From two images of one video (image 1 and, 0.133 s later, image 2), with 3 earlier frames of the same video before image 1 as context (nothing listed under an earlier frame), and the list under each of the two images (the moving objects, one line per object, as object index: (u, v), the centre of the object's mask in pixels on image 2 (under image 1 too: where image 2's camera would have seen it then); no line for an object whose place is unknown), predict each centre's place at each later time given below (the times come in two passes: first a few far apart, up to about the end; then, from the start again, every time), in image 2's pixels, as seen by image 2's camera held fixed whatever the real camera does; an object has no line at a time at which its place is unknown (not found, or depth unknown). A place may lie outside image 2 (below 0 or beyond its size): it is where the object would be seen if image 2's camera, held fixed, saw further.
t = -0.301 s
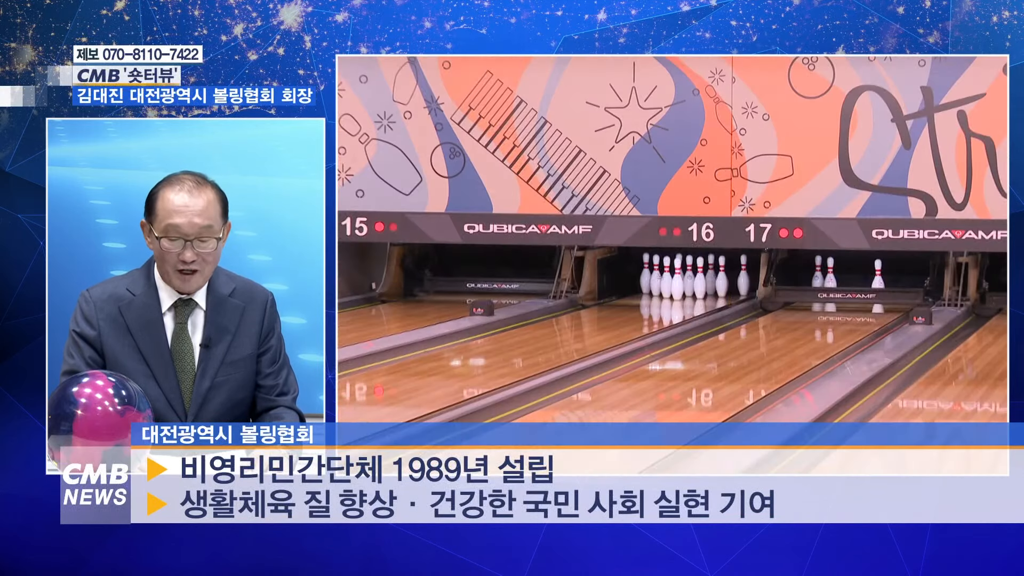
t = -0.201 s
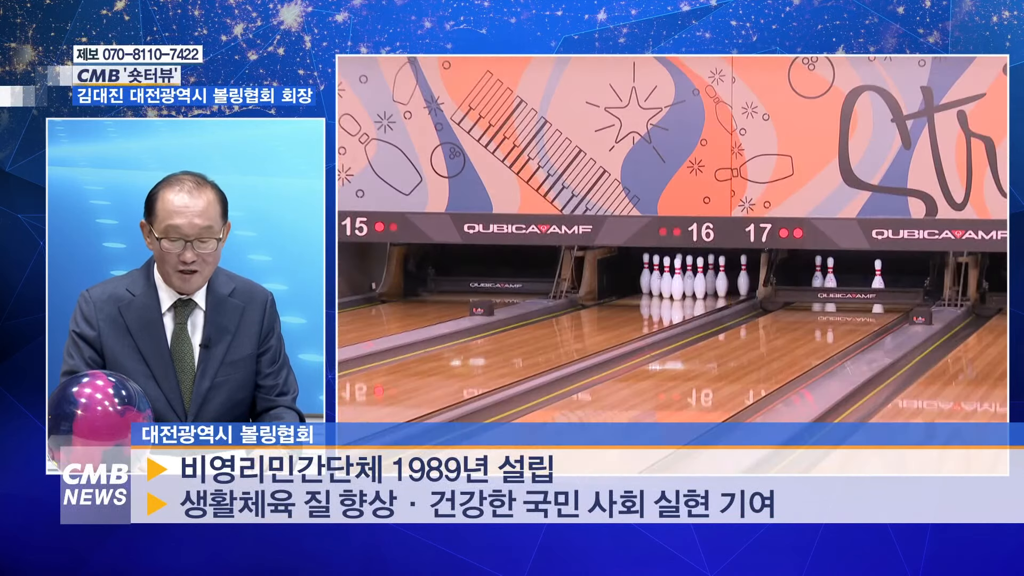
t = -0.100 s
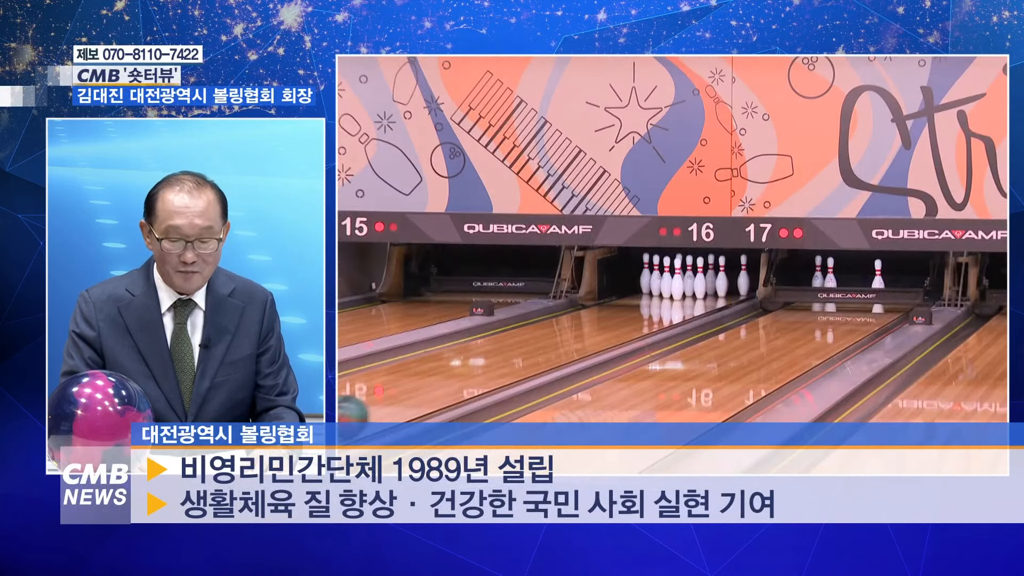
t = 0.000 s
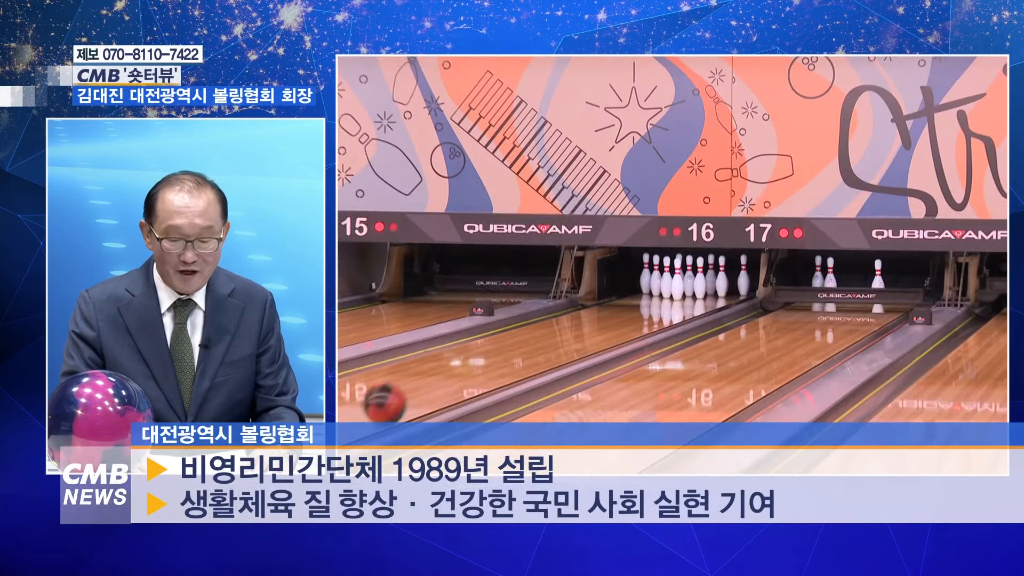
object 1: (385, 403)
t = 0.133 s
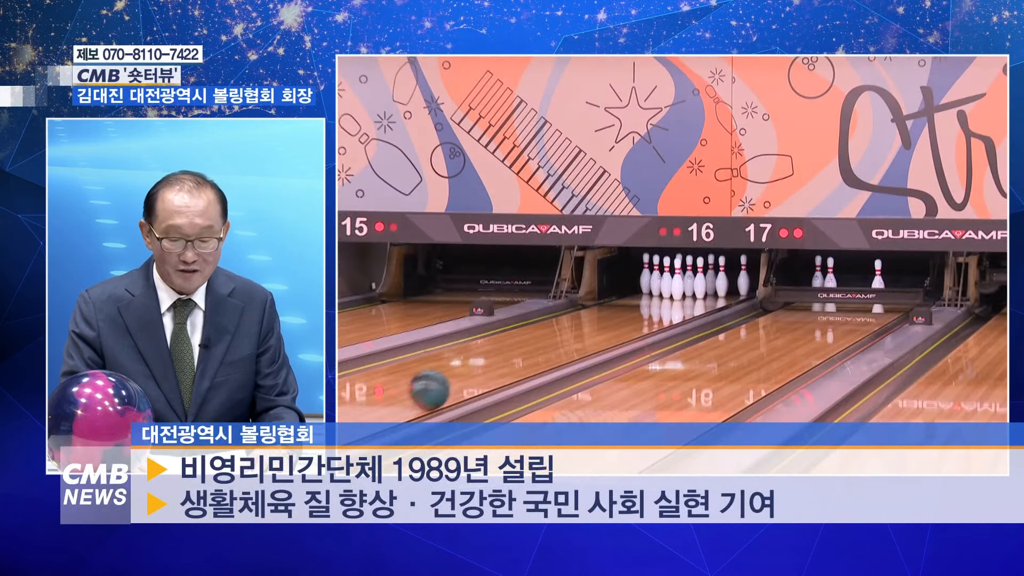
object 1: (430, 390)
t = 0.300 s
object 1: (477, 375)
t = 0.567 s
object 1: (537, 354)
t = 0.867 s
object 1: (587, 336)
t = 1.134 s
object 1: (619, 323)
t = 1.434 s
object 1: (650, 309)
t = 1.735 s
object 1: (675, 298)
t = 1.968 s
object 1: (694, 290)
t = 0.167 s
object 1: (440, 387)
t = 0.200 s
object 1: (449, 384)
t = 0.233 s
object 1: (458, 381)
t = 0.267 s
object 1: (468, 378)
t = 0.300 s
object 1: (477, 375)
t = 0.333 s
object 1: (485, 372)
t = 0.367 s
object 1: (493, 369)
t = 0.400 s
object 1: (501, 366)
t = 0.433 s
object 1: (509, 364)
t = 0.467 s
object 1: (516, 361)
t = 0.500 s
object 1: (524, 359)
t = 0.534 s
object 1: (530, 356)
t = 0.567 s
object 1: (537, 354)
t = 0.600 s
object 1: (543, 352)
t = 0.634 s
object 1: (550, 350)
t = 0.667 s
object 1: (556, 348)
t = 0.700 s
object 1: (561, 345)
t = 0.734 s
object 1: (567, 344)
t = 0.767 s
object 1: (572, 341)
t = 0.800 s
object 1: (577, 340)
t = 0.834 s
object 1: (582, 338)
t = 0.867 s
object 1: (587, 336)
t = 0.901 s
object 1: (591, 334)
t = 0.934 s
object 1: (595, 333)
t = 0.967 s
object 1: (599, 331)
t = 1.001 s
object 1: (603, 329)
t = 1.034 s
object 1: (607, 328)
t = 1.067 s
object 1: (612, 325)
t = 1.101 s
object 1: (615, 324)
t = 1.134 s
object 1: (619, 323)
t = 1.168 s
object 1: (622, 321)
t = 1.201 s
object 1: (626, 320)
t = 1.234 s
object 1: (629, 318)
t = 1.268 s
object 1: (633, 317)
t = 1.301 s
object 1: (637, 315)
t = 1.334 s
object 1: (641, 314)
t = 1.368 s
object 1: (642, 313)
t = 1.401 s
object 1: (646, 311)
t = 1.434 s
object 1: (650, 309)
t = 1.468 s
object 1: (652, 309)
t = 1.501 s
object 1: (655, 307)
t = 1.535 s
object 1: (658, 306)
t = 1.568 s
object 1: (662, 304)
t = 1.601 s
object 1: (664, 303)
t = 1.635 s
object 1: (667, 302)
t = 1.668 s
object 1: (670, 301)
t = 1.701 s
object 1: (673, 299)
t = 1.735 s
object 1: (675, 298)
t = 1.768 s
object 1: (678, 297)
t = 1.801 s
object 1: (681, 296)
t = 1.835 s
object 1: (683, 295)
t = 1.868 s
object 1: (686, 294)
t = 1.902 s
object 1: (689, 293)
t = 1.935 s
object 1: (691, 292)
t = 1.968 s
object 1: (694, 290)
